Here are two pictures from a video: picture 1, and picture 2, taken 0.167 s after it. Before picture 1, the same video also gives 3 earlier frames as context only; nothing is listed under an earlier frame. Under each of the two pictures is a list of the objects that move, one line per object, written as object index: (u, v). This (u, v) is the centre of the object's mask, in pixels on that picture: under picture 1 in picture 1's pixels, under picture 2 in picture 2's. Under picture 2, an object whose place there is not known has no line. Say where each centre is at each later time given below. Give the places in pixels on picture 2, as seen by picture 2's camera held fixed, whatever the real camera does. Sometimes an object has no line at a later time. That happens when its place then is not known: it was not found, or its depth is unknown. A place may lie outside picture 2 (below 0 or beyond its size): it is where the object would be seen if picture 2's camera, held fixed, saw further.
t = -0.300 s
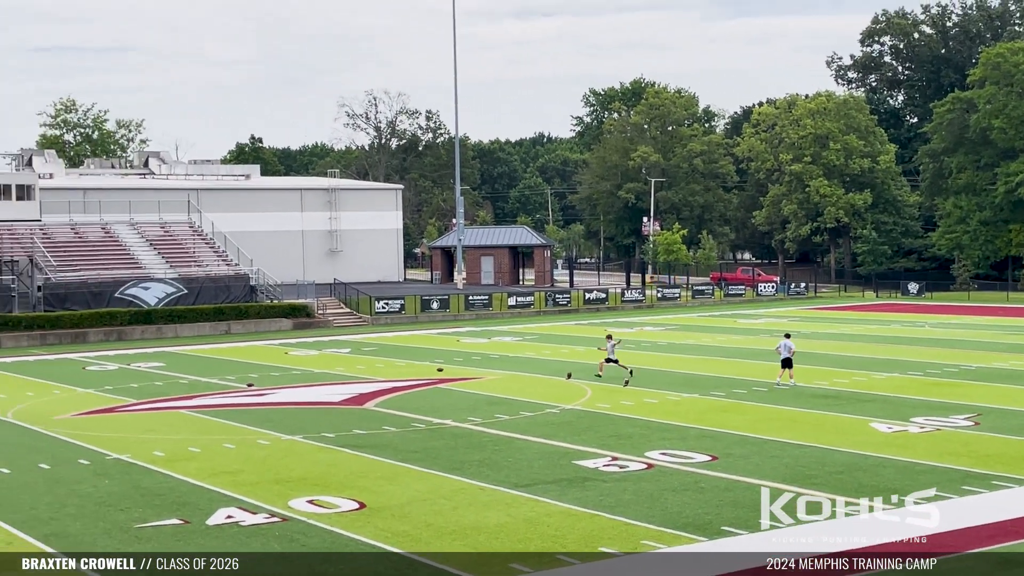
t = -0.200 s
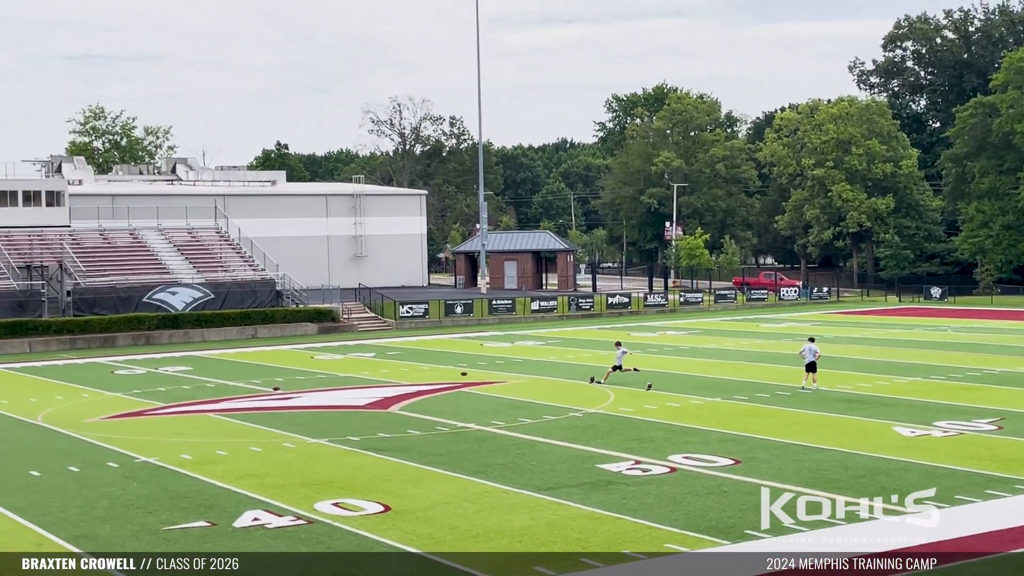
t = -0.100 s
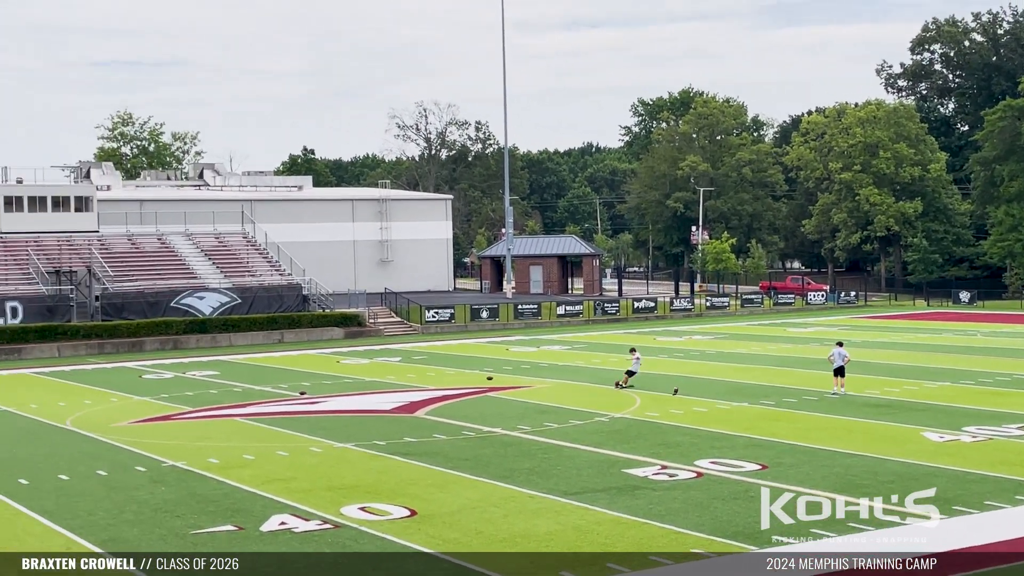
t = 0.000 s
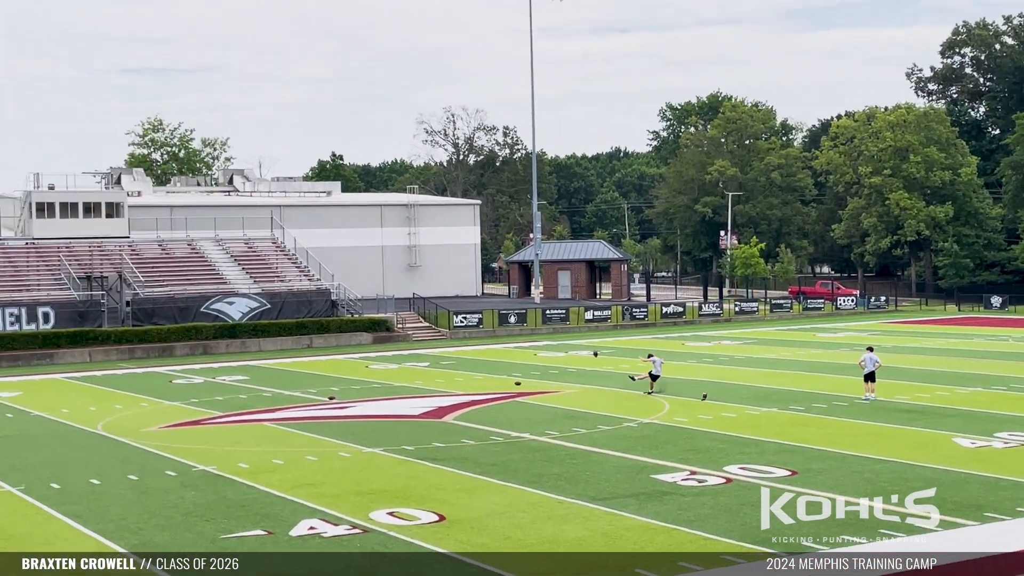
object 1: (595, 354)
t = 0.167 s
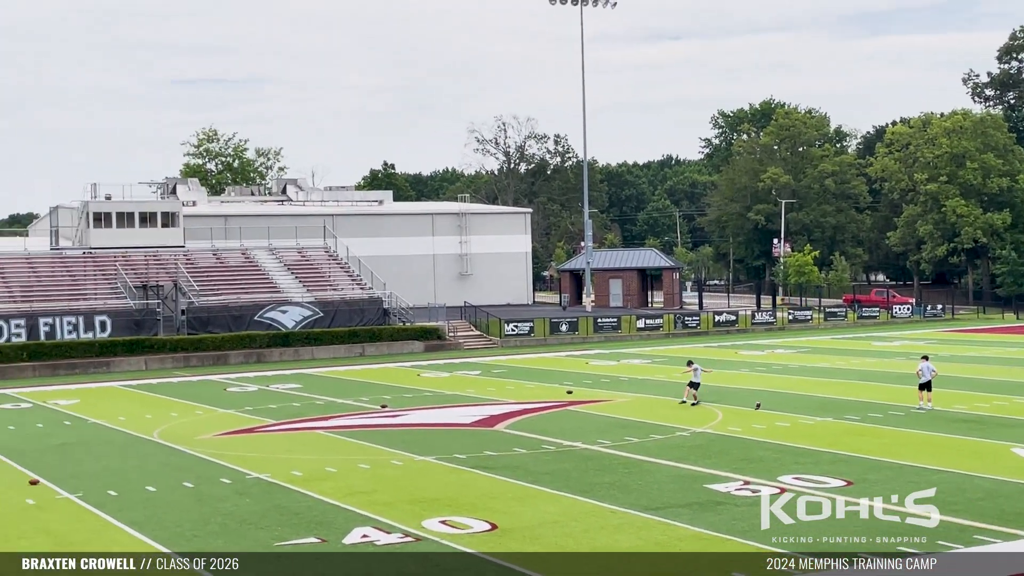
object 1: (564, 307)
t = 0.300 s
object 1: (499, 266)
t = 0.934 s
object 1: (182, 116)
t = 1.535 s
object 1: (-150, 67)
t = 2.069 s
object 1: (-508, 124)
